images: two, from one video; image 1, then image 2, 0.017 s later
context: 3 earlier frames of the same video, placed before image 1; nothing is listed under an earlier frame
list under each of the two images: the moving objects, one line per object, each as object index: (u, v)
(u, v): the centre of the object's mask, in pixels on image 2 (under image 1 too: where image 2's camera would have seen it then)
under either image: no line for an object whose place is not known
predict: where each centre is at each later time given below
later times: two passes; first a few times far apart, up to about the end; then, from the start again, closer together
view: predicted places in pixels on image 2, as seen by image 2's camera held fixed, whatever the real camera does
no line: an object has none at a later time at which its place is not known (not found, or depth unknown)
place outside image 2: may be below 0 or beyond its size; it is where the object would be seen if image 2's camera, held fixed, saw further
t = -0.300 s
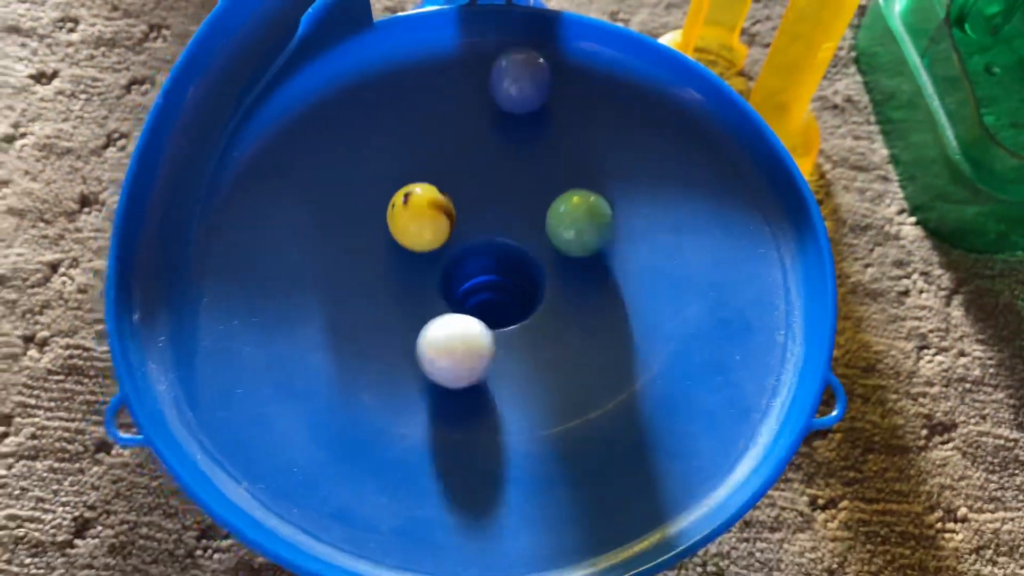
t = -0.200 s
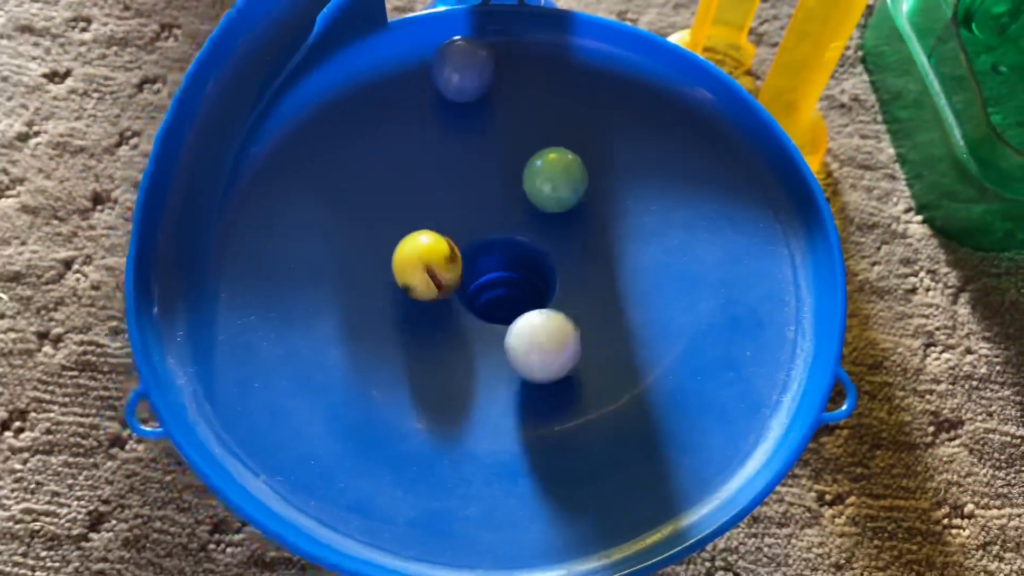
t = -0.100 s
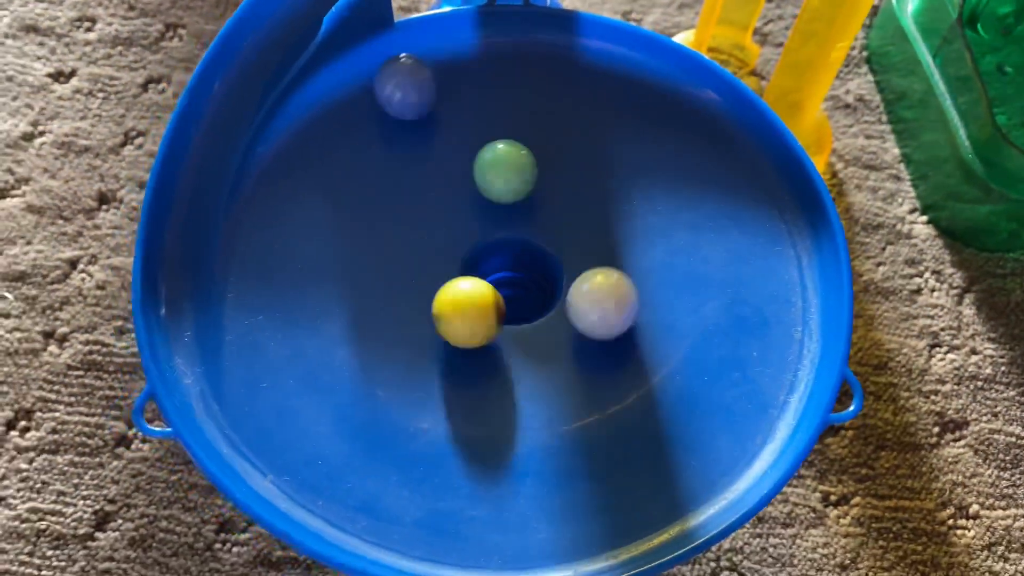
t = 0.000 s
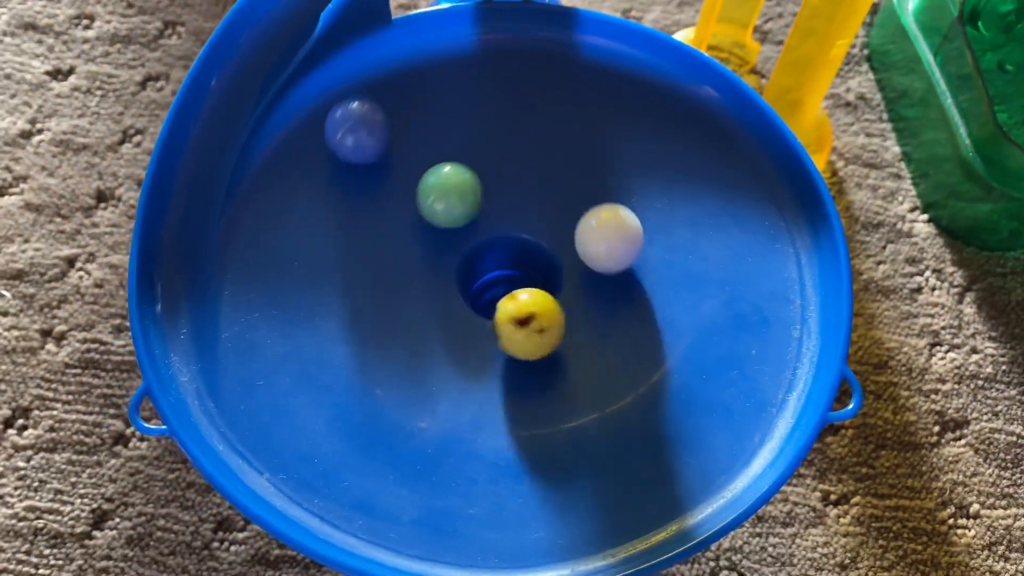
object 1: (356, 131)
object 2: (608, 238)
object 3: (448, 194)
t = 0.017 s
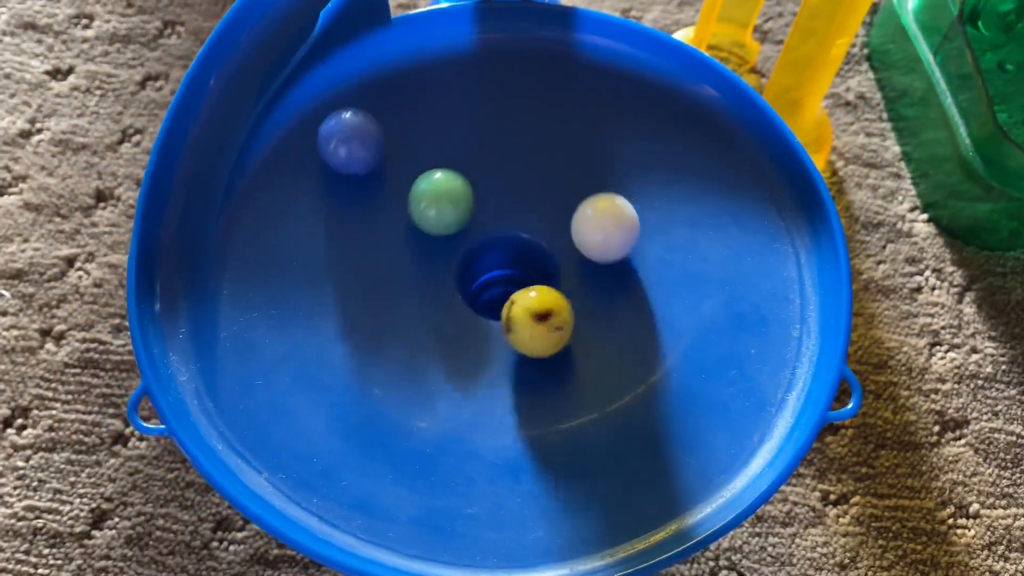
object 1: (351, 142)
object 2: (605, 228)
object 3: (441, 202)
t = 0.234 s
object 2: (495, 161)
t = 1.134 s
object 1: (394, 139)
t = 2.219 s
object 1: (433, 133)
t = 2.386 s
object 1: (371, 233)
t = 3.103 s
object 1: (539, 138)
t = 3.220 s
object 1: (457, 138)
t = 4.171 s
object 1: (513, 141)
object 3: (502, 201)
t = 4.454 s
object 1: (386, 255)
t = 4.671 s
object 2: (442, 249)
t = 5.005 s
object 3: (461, 233)
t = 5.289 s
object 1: (430, 171)
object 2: (483, 222)
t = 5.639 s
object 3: (506, 185)
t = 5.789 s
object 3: (466, 250)
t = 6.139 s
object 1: (503, 167)
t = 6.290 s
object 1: (416, 210)
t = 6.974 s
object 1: (553, 168)
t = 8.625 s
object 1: (572, 213)
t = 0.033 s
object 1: (346, 153)
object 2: (601, 218)
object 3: (434, 209)
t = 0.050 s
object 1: (342, 166)
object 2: (596, 209)
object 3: (428, 217)
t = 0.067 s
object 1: (339, 178)
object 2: (589, 201)
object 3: (424, 225)
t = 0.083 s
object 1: (337, 190)
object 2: (582, 193)
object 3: (420, 234)
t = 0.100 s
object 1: (337, 204)
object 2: (574, 186)
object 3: (419, 244)
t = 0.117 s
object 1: (338, 218)
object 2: (565, 179)
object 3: (418, 254)
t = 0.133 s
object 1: (340, 233)
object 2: (556, 174)
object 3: (418, 264)
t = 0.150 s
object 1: (343, 247)
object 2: (547, 169)
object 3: (419, 273)
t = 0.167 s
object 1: (347, 262)
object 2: (536, 166)
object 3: (422, 283)
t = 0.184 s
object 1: (353, 277)
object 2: (526, 163)
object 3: (425, 292)
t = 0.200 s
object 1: (358, 293)
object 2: (516, 161)
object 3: (432, 301)
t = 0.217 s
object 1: (364, 306)
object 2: (505, 161)
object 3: (440, 309)
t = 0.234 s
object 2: (495, 161)
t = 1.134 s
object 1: (394, 139)
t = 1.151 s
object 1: (385, 146)
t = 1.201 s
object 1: (363, 173)
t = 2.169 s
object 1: (464, 117)
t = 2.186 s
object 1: (453, 121)
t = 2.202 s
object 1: (443, 126)
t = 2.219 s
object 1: (433, 133)
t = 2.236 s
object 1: (423, 140)
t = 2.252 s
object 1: (414, 147)
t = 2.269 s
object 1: (405, 156)
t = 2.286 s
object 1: (397, 165)
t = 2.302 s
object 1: (390, 175)
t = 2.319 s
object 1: (384, 187)
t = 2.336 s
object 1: (378, 198)
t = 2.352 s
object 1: (375, 210)
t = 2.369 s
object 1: (372, 221)
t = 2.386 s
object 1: (371, 233)
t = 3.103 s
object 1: (539, 138)
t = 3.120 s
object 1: (528, 136)
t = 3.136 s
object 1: (516, 134)
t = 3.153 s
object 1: (505, 134)
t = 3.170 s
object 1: (493, 134)
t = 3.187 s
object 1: (481, 135)
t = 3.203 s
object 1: (468, 136)
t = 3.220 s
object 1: (457, 138)
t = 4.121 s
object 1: (546, 145)
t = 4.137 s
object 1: (536, 143)
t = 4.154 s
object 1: (525, 142)
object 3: (511, 201)
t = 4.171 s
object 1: (513, 141)
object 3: (502, 201)
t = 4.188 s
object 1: (502, 142)
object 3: (493, 202)
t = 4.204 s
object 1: (491, 143)
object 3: (485, 204)
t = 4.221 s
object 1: (480, 144)
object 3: (476, 206)
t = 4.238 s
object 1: (469, 147)
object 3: (469, 209)
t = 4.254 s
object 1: (458, 150)
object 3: (462, 213)
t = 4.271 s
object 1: (447, 155)
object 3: (456, 218)
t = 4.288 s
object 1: (438, 162)
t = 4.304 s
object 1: (429, 168)
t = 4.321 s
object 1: (420, 176)
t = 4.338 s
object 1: (411, 184)
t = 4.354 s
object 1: (405, 194)
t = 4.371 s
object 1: (399, 203)
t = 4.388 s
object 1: (393, 213)
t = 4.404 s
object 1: (391, 223)
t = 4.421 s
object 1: (388, 233)
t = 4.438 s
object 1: (387, 243)
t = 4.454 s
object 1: (386, 255)
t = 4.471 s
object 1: (388, 266)
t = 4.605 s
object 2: (457, 224)
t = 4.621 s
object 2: (452, 230)
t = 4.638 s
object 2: (447, 236)
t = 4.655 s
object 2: (444, 242)
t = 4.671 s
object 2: (442, 249)
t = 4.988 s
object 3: (466, 226)
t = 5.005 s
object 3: (461, 233)
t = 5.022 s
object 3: (457, 240)
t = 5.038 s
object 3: (455, 248)
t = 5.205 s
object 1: (478, 152)
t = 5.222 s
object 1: (469, 154)
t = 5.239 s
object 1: (458, 158)
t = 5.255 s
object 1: (449, 161)
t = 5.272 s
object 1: (439, 166)
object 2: (489, 216)
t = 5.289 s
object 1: (430, 171)
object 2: (483, 222)
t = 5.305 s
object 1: (422, 177)
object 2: (478, 228)
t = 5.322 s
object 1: (414, 185)
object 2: (475, 237)
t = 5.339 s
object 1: (408, 192)
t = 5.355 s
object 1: (402, 200)
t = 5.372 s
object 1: (396, 208)
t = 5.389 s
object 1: (393, 218)
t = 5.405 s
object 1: (391, 227)
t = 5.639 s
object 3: (506, 185)
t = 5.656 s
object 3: (500, 189)
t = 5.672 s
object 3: (494, 193)
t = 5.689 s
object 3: (488, 199)
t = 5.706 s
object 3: (483, 205)
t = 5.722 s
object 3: (477, 213)
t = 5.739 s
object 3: (473, 220)
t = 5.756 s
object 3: (469, 229)
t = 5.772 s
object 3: (466, 239)
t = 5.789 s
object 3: (466, 250)
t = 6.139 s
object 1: (503, 167)
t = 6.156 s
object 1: (491, 168)
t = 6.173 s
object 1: (480, 170)
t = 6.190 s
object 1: (469, 173)
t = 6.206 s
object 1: (459, 178)
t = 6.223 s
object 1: (449, 183)
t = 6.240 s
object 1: (439, 189)
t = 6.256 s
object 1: (430, 195)
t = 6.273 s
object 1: (423, 202)
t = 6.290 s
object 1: (416, 210)
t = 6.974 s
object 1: (553, 168)
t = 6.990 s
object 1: (545, 166)
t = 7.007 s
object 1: (536, 164)
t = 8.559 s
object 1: (589, 244)
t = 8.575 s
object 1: (586, 236)
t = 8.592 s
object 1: (583, 227)
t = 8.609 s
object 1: (578, 219)
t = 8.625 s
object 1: (572, 213)
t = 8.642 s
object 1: (565, 205)
